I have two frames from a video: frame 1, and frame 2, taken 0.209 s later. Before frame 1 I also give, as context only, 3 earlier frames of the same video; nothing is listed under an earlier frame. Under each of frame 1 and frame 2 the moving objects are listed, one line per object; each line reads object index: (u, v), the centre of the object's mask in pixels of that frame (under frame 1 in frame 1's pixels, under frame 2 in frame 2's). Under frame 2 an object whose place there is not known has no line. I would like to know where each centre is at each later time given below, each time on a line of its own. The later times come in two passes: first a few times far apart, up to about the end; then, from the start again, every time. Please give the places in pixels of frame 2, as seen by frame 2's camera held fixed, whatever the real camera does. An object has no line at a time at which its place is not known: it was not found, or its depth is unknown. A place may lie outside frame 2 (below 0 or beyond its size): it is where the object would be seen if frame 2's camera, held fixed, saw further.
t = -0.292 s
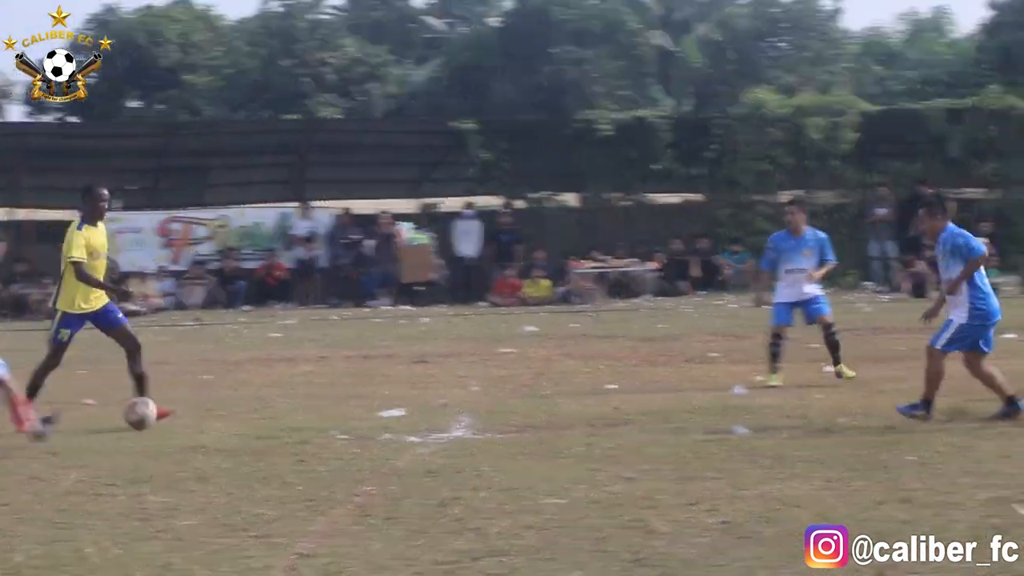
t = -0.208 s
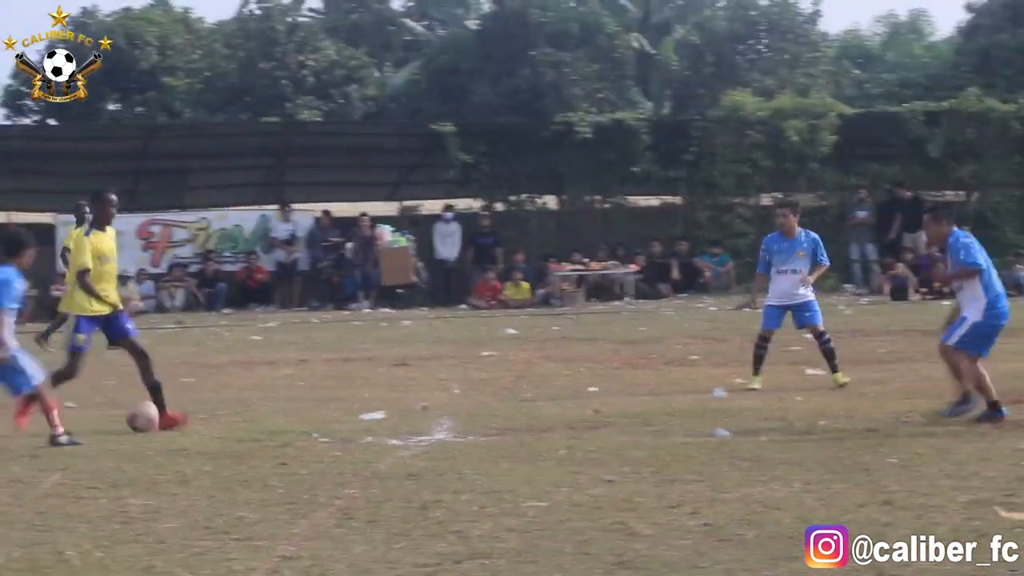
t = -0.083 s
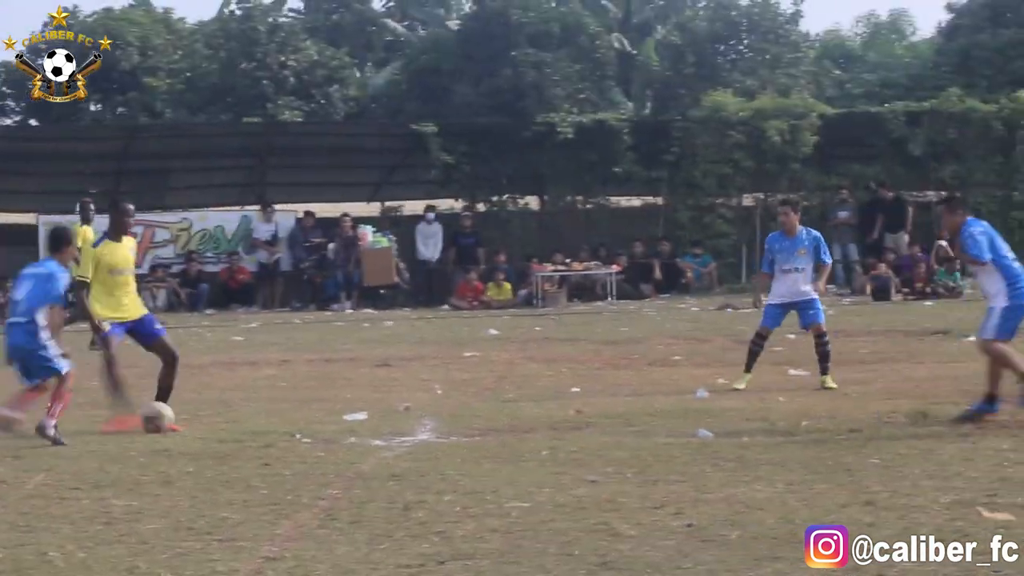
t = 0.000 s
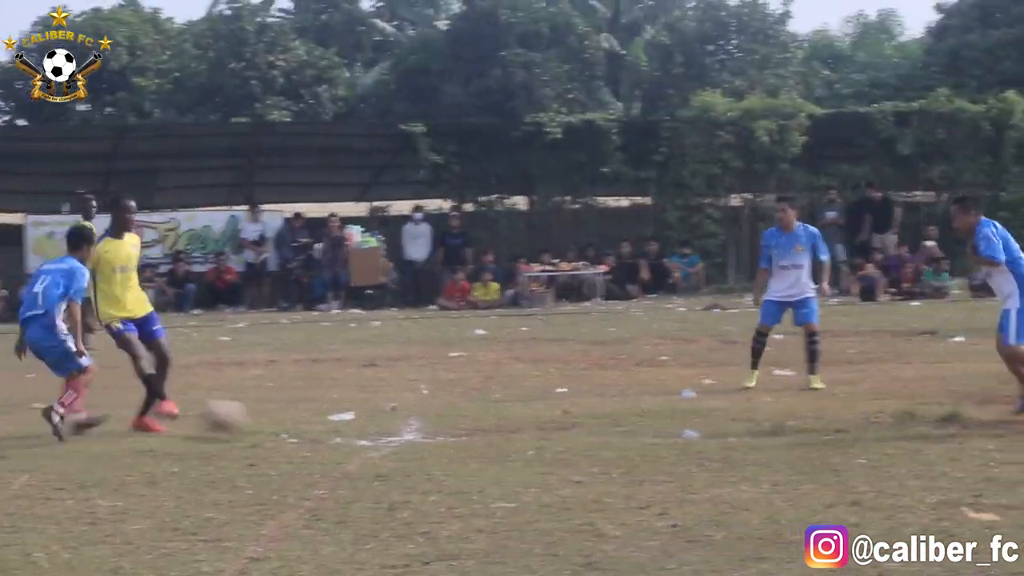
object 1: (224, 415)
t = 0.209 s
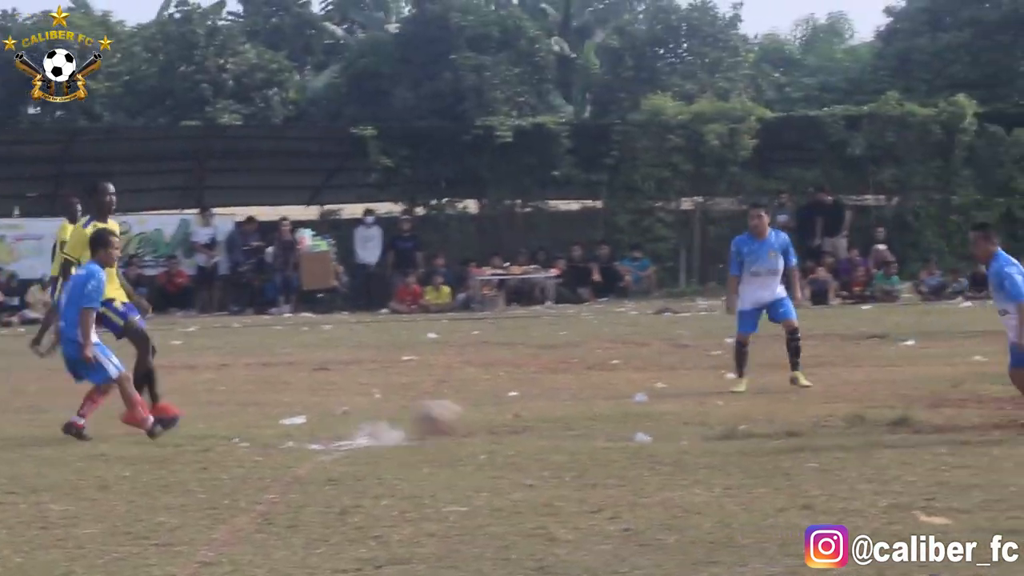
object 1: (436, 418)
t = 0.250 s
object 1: (483, 414)
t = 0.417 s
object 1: (677, 430)
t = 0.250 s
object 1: (483, 414)
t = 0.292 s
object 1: (527, 414)
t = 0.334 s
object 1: (575, 417)
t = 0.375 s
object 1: (625, 422)
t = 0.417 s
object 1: (677, 430)
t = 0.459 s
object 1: (717, 425)
